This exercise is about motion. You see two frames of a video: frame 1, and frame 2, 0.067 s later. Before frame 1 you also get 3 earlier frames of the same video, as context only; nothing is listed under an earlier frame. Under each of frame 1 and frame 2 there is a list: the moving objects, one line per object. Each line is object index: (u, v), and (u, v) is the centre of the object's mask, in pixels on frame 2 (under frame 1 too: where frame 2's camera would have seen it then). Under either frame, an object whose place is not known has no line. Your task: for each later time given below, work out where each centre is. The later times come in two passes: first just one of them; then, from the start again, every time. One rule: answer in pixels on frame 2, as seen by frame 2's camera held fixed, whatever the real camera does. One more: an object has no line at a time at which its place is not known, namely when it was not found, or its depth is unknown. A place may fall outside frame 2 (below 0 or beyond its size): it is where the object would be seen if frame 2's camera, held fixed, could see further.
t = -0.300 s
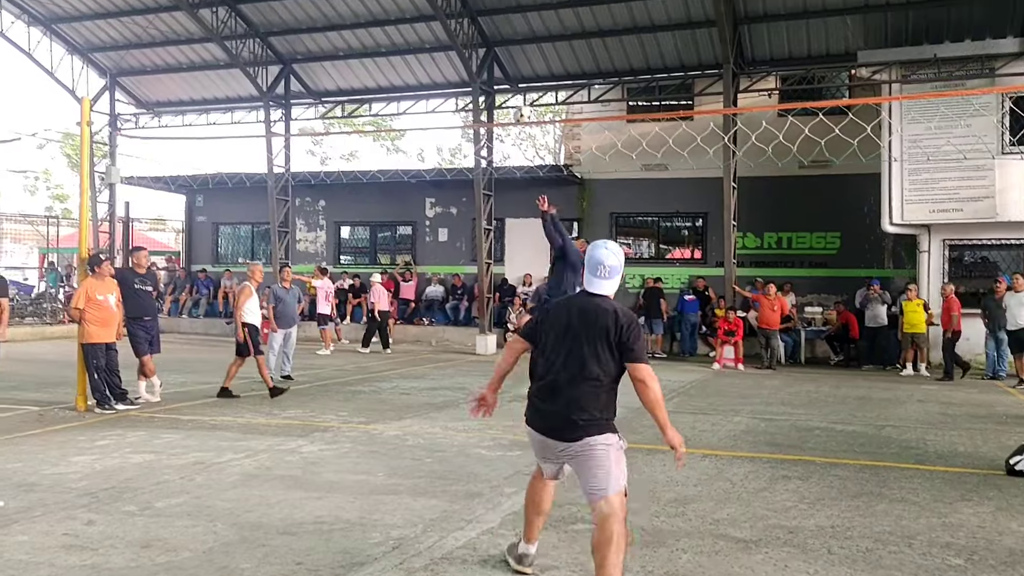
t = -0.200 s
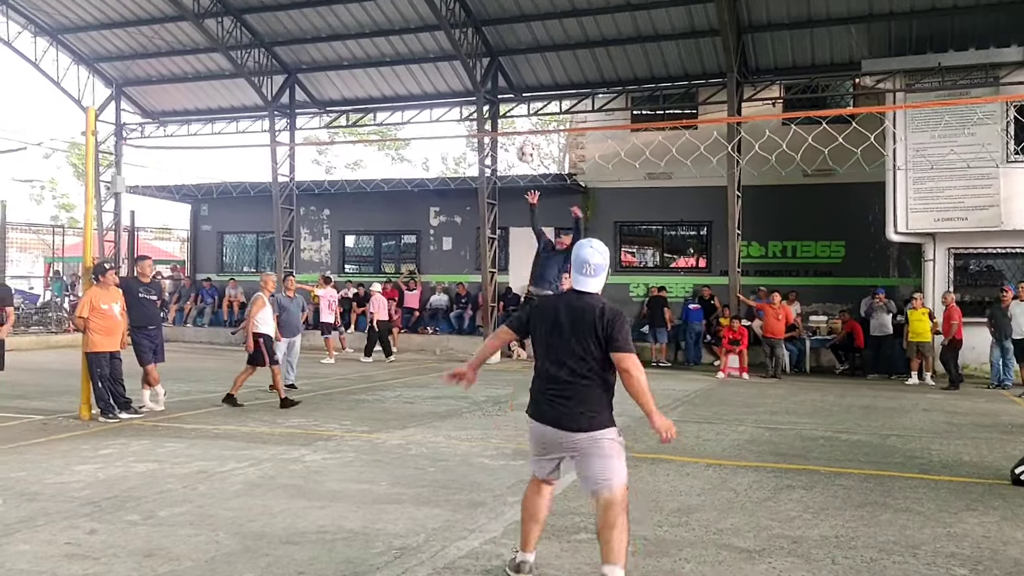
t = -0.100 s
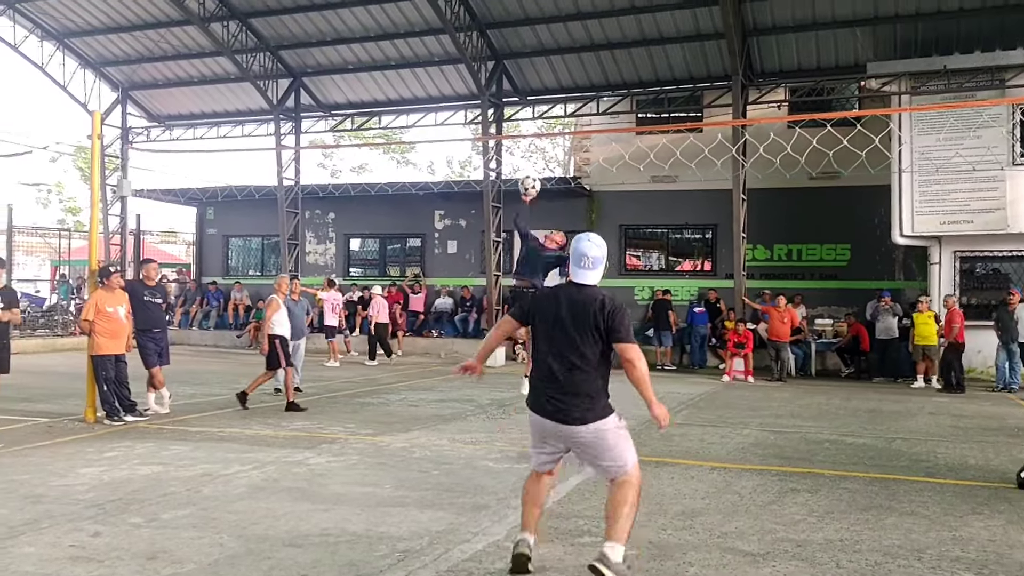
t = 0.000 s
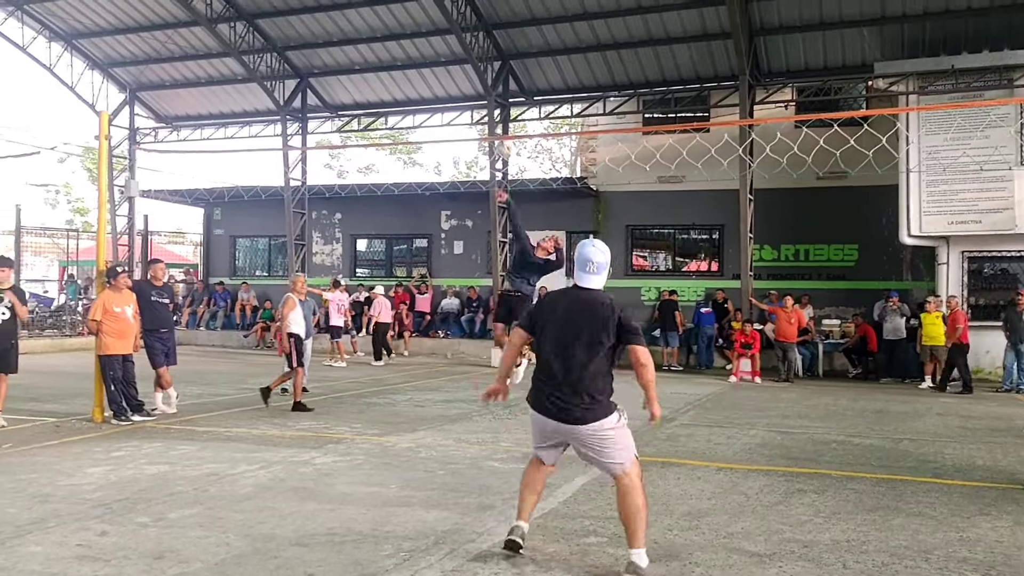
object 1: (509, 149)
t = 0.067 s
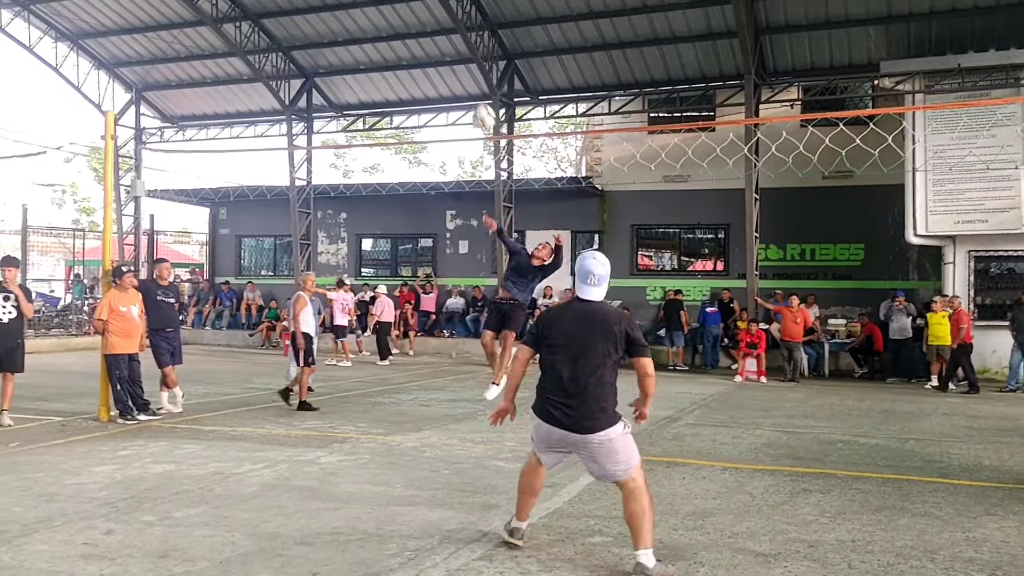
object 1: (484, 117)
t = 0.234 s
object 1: (397, 49)
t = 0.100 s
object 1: (467, 102)
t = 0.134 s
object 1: (453, 88)
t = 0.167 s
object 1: (435, 73)
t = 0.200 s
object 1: (417, 61)
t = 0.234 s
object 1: (397, 49)
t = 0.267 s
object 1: (377, 36)
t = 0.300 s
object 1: (356, 25)
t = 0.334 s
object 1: (334, 14)
